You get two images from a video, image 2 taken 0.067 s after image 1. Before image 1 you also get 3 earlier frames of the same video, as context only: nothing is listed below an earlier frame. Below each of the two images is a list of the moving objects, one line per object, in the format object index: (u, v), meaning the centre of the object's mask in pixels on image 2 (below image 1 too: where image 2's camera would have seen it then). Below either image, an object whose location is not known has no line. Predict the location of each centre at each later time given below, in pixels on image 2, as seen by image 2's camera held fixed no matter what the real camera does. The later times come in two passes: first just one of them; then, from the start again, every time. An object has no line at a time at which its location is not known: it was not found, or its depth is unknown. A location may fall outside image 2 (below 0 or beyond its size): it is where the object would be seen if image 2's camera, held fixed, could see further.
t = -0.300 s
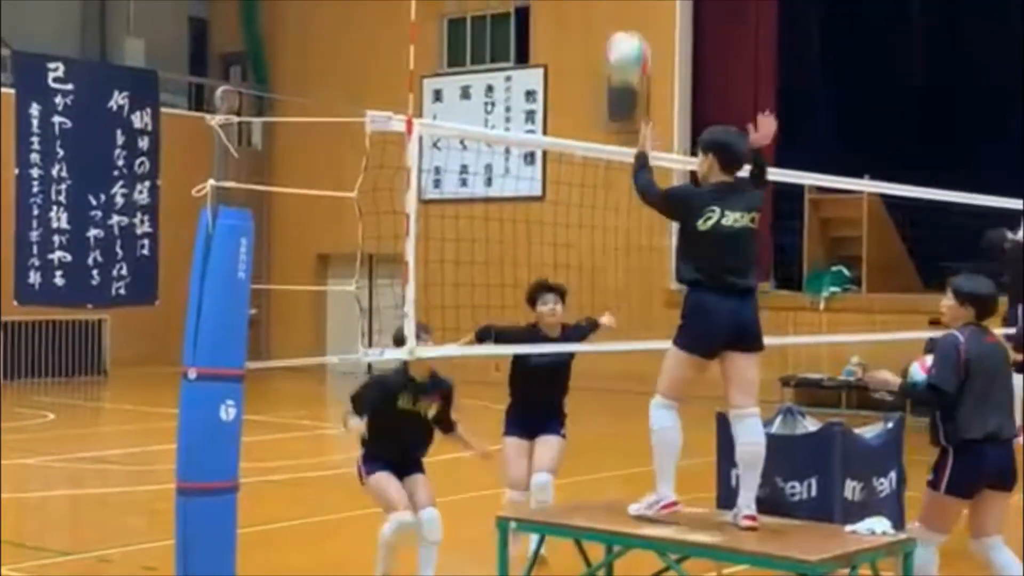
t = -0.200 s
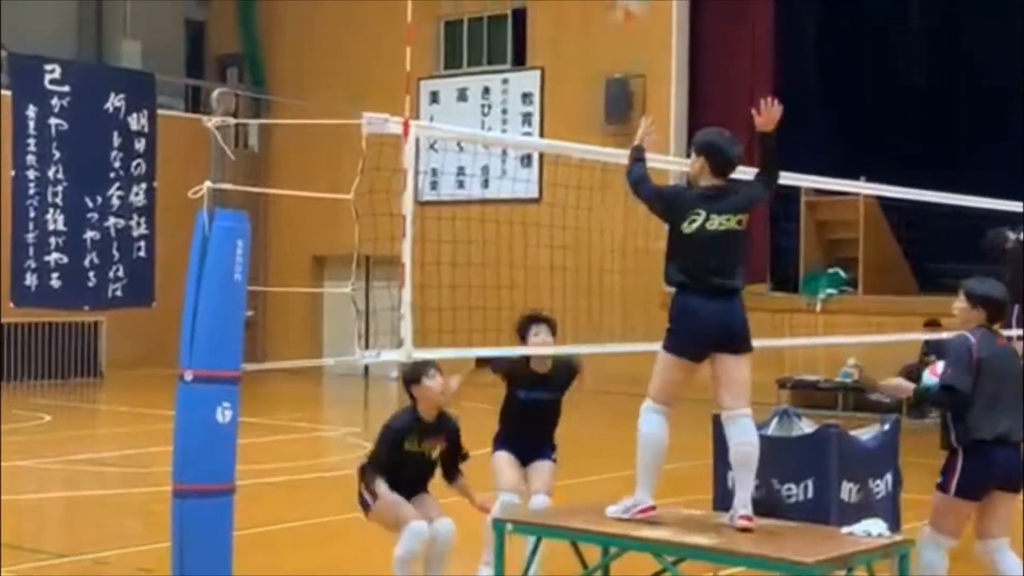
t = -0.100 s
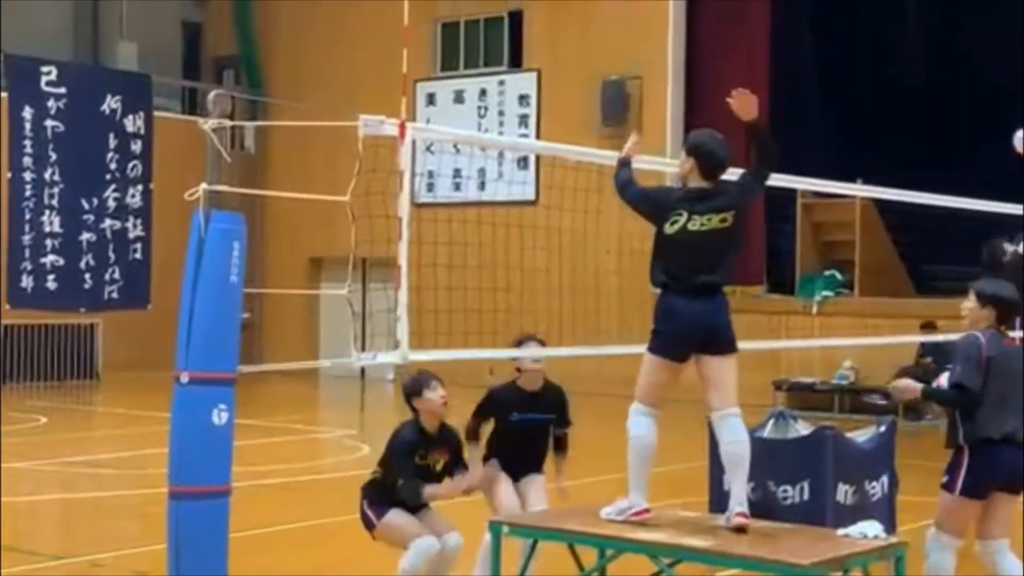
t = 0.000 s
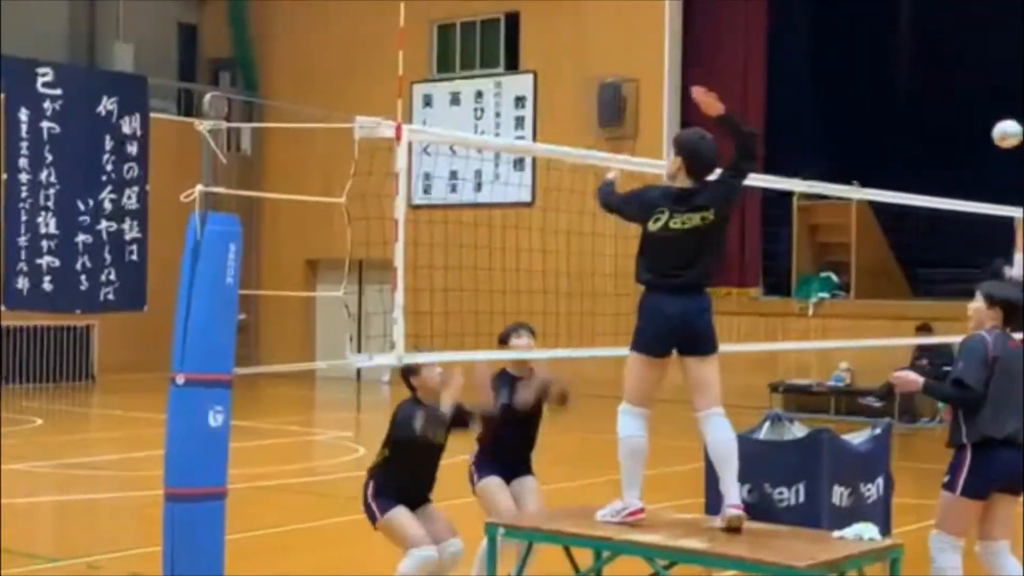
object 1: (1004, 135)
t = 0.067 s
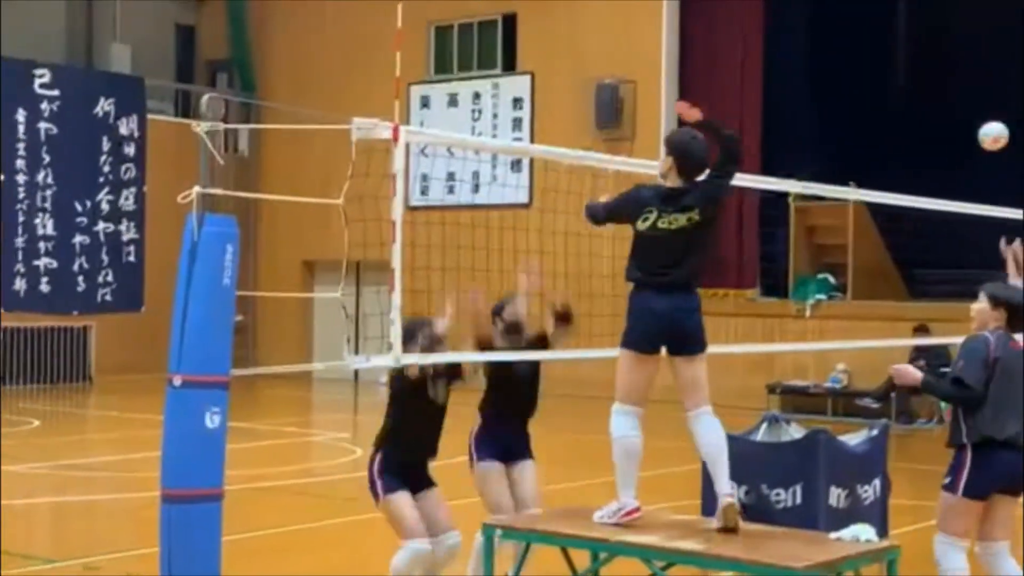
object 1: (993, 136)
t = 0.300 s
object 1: (950, 183)
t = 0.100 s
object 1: (987, 138)
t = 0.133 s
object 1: (981, 142)
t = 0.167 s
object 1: (975, 147)
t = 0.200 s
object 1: (969, 154)
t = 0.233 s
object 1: (963, 163)
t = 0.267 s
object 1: (956, 173)
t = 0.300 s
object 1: (950, 183)
